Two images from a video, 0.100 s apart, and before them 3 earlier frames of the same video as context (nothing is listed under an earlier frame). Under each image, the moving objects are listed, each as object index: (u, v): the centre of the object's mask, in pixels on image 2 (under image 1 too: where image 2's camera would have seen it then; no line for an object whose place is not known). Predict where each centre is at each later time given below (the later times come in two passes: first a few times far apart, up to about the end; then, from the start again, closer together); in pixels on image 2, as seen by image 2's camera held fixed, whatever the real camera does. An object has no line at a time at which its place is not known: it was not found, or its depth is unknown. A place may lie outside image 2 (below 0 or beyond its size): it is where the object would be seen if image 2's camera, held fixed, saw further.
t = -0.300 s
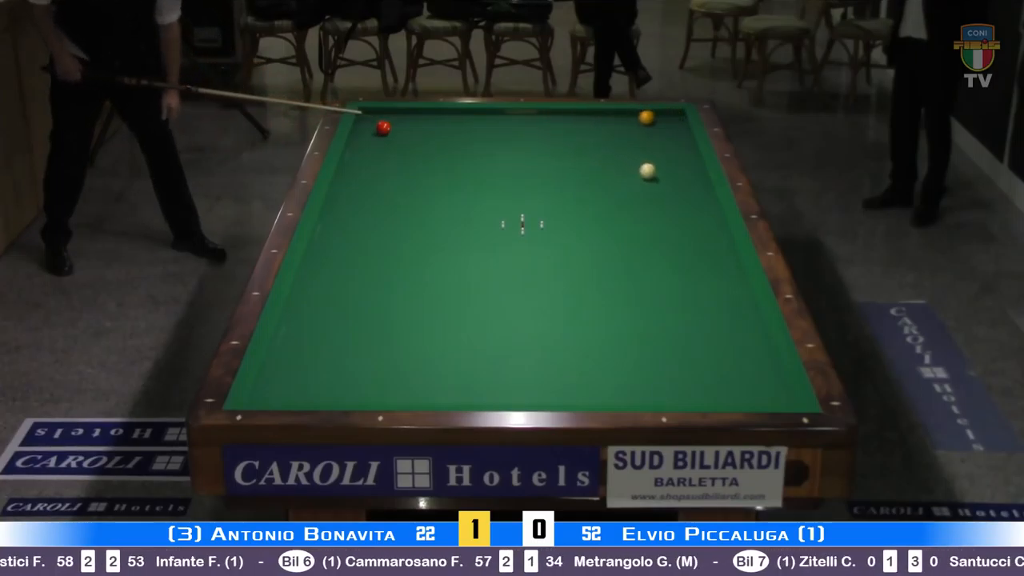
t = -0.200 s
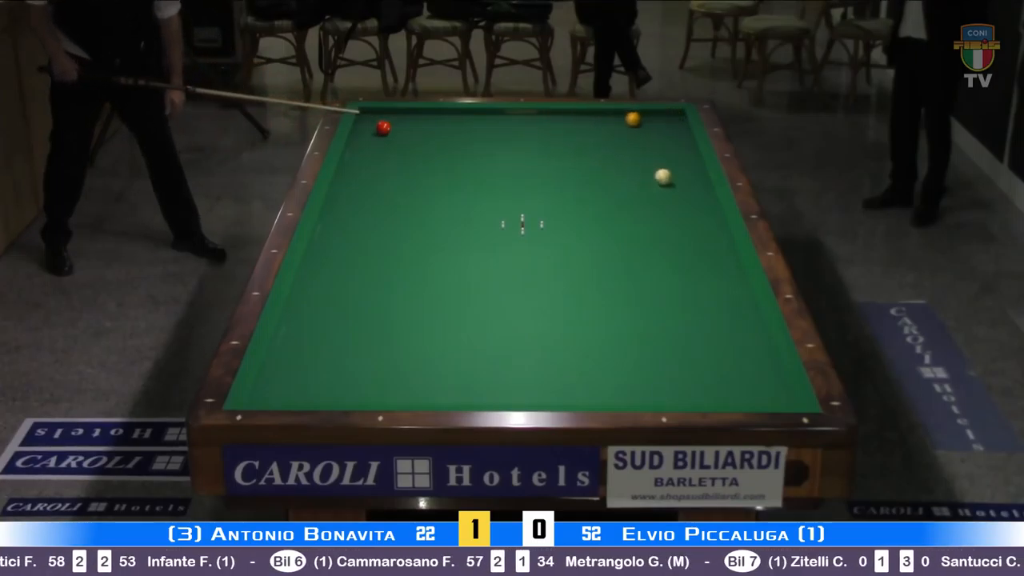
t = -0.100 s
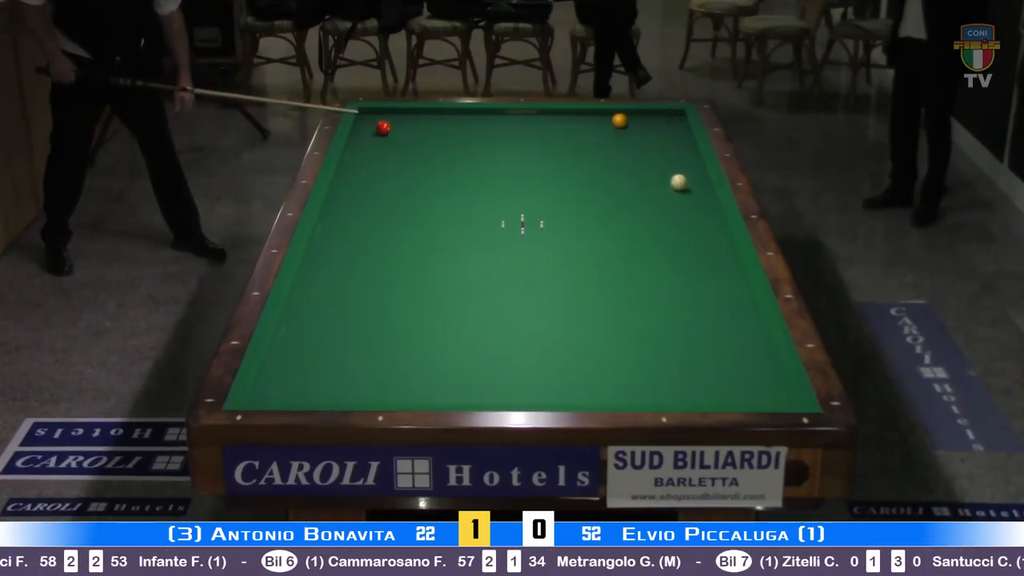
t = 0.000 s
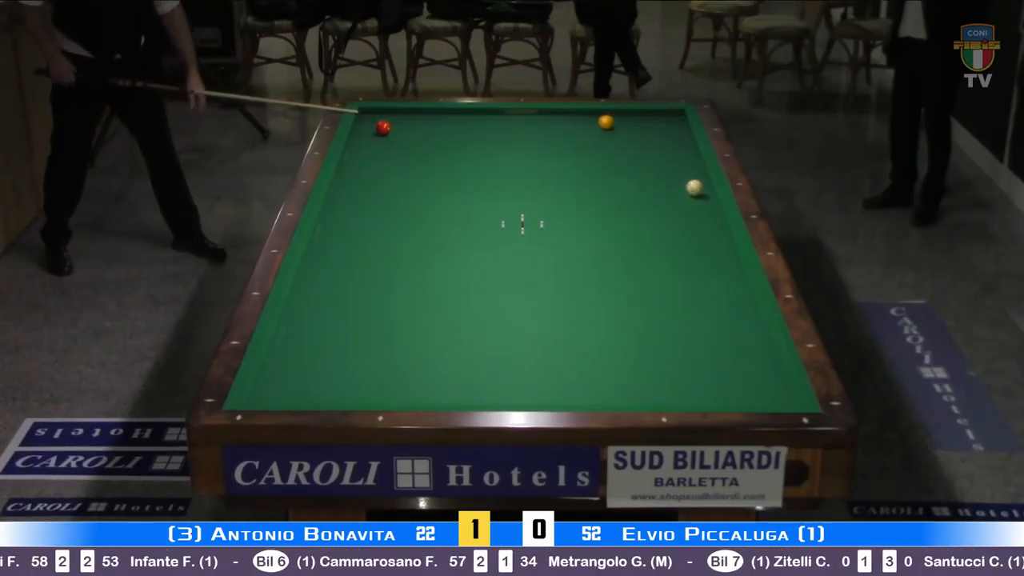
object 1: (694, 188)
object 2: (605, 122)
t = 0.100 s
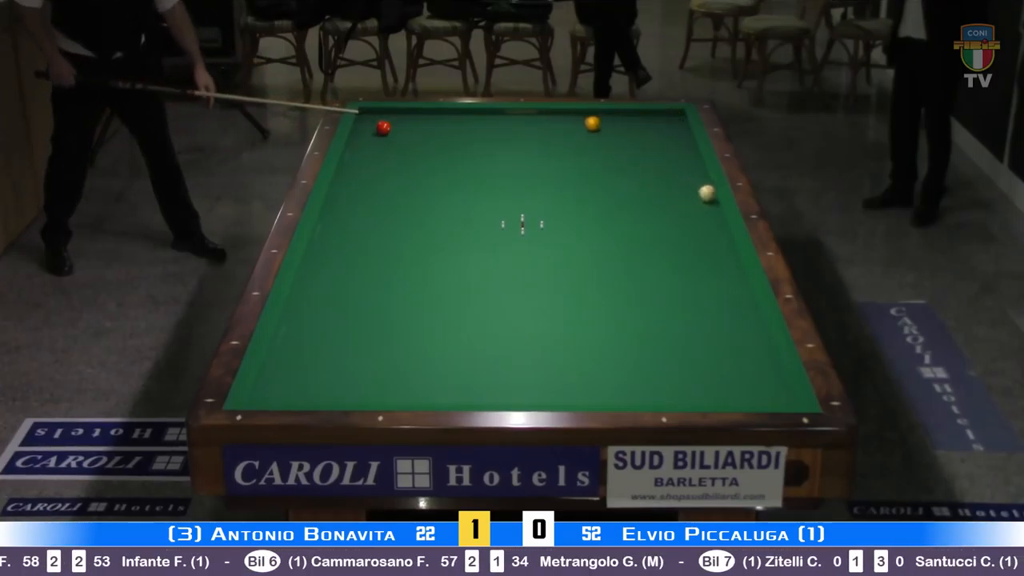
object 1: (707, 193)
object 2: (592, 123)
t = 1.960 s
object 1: (592, 280)
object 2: (352, 152)
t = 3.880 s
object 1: (461, 380)
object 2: (462, 168)
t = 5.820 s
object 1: (386, 365)
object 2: (539, 179)
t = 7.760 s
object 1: (360, 341)
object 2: (574, 183)
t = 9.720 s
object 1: (355, 337)
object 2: (577, 183)
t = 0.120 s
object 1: (705, 194)
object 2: (589, 123)
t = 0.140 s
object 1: (703, 195)
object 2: (586, 124)
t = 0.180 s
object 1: (700, 197)
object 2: (581, 124)
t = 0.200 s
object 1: (699, 198)
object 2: (579, 125)
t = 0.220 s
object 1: (697, 198)
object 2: (576, 125)
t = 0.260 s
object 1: (695, 200)
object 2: (570, 126)
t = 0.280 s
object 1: (694, 201)
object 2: (568, 126)
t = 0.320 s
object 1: (692, 203)
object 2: (562, 127)
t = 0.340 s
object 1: (691, 203)
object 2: (560, 127)
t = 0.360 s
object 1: (689, 204)
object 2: (557, 127)
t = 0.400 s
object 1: (687, 206)
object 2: (552, 128)
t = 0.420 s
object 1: (686, 207)
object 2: (549, 128)
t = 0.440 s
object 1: (685, 208)
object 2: (546, 129)
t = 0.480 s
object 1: (682, 210)
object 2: (541, 129)
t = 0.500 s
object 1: (681, 211)
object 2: (538, 130)
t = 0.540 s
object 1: (679, 213)
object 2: (533, 130)
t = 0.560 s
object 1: (678, 214)
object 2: (530, 130)
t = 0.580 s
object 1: (677, 214)
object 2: (527, 131)
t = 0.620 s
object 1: (675, 216)
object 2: (522, 132)
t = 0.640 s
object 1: (673, 217)
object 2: (519, 132)
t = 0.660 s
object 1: (672, 218)
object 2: (516, 132)
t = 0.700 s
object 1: (670, 220)
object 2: (511, 133)
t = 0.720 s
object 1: (669, 221)
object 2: (508, 133)
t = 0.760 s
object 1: (666, 223)
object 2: (503, 133)
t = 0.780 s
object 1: (665, 223)
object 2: (500, 134)
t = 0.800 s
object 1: (664, 224)
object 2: (497, 134)
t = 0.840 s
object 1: (661, 226)
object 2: (492, 135)
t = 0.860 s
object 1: (660, 227)
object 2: (489, 135)
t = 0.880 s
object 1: (659, 228)
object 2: (486, 136)
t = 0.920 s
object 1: (656, 230)
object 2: (481, 136)
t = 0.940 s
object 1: (655, 231)
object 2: (478, 137)
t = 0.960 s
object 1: (654, 232)
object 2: (476, 137)
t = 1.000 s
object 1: (652, 234)
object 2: (470, 137)
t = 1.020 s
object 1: (651, 235)
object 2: (468, 138)
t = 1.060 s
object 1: (648, 236)
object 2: (462, 139)
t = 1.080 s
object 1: (647, 237)
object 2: (460, 139)
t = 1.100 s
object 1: (646, 238)
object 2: (457, 139)
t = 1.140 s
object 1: (643, 240)
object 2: (452, 140)
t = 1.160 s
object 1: (642, 241)
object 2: (449, 140)
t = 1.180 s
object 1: (641, 242)
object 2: (446, 140)
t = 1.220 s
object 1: (638, 244)
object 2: (441, 141)
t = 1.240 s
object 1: (637, 245)
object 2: (438, 142)
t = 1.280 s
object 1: (635, 247)
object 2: (433, 142)
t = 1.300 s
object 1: (633, 248)
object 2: (430, 142)
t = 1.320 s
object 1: (632, 249)
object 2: (427, 143)
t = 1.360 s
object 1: (630, 251)
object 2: (422, 143)
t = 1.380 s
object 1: (628, 252)
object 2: (419, 143)
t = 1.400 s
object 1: (627, 253)
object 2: (416, 144)
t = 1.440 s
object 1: (624, 254)
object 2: (411, 145)
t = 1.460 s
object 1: (624, 255)
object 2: (409, 145)
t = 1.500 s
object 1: (621, 258)
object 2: (403, 145)
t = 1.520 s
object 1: (620, 258)
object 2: (401, 146)
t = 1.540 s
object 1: (618, 259)
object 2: (398, 146)
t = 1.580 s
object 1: (616, 261)
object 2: (393, 147)
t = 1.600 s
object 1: (615, 262)
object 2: (390, 147)
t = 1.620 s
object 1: (613, 263)
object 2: (387, 147)
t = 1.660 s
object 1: (611, 265)
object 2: (382, 148)
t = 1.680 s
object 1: (609, 266)
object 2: (379, 148)
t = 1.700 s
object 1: (608, 267)
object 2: (377, 148)
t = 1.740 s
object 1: (606, 269)
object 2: (371, 149)
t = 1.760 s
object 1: (604, 270)
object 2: (369, 149)
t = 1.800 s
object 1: (602, 272)
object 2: (364, 150)
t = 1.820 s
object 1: (600, 273)
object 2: (361, 150)
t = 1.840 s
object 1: (599, 274)
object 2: (358, 151)
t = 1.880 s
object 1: (596, 276)
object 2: (353, 151)
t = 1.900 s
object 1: (595, 277)
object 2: (350, 151)
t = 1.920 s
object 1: (594, 278)
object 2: (349, 152)
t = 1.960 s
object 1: (592, 280)
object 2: (352, 152)
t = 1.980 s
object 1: (590, 281)
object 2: (354, 152)
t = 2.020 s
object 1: (587, 283)
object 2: (357, 152)
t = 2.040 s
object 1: (586, 284)
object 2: (359, 152)
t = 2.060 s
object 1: (585, 285)
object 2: (360, 153)
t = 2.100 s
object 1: (582, 287)
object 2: (362, 153)
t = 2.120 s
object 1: (581, 288)
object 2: (364, 153)
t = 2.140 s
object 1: (580, 289)
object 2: (365, 153)
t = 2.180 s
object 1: (577, 291)
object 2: (367, 154)
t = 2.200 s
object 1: (576, 292)
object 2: (368, 154)
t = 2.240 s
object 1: (573, 294)
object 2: (371, 154)
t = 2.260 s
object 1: (572, 295)
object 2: (373, 155)
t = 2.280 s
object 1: (571, 296)
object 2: (374, 155)
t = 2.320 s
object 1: (568, 298)
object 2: (376, 155)
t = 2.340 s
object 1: (567, 299)
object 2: (377, 155)
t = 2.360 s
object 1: (565, 300)
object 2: (379, 156)
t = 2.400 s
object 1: (563, 302)
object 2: (381, 156)
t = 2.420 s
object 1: (561, 303)
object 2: (382, 156)
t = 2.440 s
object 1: (560, 305)
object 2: (383, 156)
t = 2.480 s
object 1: (557, 306)
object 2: (386, 157)
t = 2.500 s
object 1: (556, 307)
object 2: (387, 157)
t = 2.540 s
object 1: (553, 309)
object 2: (390, 157)
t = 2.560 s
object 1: (552, 310)
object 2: (391, 158)
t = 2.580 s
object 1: (551, 311)
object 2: (392, 158)
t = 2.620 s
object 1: (548, 313)
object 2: (394, 158)
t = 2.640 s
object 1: (547, 315)
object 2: (395, 158)
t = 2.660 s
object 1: (545, 316)
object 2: (397, 158)
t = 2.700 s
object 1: (542, 318)
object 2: (399, 159)
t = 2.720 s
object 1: (541, 319)
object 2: (400, 159)
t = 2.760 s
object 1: (538, 321)
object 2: (402, 159)
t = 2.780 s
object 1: (537, 322)
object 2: (404, 160)
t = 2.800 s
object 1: (536, 323)
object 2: (405, 160)
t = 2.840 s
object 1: (533, 325)
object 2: (407, 160)
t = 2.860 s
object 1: (531, 326)
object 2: (408, 160)
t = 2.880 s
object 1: (530, 327)
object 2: (409, 160)
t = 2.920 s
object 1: (527, 329)
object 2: (412, 161)
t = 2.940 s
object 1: (526, 330)
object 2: (413, 161)
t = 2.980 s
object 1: (523, 332)
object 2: (415, 161)
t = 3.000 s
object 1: (522, 333)
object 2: (416, 161)
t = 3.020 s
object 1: (520, 334)
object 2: (417, 161)
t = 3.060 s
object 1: (518, 337)
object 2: (419, 162)
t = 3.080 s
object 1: (516, 338)
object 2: (421, 162)
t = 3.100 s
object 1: (515, 339)
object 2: (422, 162)
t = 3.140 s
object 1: (512, 341)
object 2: (424, 162)
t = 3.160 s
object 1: (511, 342)
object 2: (425, 162)
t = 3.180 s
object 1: (509, 343)
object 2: (426, 163)
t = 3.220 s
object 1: (507, 345)
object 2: (428, 163)
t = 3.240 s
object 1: (506, 346)
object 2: (429, 163)
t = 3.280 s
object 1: (503, 348)
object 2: (432, 164)
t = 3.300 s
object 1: (501, 349)
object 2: (433, 164)
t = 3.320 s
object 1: (500, 350)
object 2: (434, 164)
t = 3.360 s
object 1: (497, 353)
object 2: (436, 164)
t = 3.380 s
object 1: (496, 354)
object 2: (437, 164)
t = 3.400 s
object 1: (494, 355)
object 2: (438, 165)
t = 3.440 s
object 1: (492, 357)
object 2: (440, 165)
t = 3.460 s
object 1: (490, 358)
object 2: (441, 165)
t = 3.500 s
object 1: (487, 361)
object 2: (443, 165)
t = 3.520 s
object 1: (486, 362)
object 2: (444, 165)
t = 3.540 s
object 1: (485, 362)
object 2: (445, 165)
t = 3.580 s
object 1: (482, 364)
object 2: (447, 166)
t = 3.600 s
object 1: (480, 366)
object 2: (448, 166)
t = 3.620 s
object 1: (479, 367)
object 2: (449, 166)
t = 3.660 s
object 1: (476, 368)
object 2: (452, 166)
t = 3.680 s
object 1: (475, 370)
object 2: (453, 166)
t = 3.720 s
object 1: (472, 373)
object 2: (455, 167)
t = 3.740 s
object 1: (470, 373)
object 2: (456, 167)
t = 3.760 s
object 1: (469, 374)
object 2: (457, 167)
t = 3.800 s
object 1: (466, 377)
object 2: (458, 167)
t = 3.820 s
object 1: (465, 378)
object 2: (460, 167)
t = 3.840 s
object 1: (463, 379)
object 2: (461, 168)
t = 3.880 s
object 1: (461, 380)
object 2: (462, 168)
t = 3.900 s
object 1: (459, 381)
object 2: (463, 168)
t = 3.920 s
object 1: (458, 383)
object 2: (464, 168)
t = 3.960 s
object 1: (455, 385)
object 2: (466, 169)
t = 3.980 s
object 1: (454, 386)
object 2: (467, 169)
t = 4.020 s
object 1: (451, 388)
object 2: (469, 169)
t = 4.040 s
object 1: (449, 389)
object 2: (470, 169)
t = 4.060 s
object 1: (448, 390)
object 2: (471, 169)
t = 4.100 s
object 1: (445, 391)
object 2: (473, 170)
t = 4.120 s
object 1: (444, 392)
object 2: (474, 170)
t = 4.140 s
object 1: (443, 392)
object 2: (475, 170)
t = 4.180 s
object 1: (440, 394)
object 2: (477, 170)
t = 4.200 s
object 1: (439, 394)
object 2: (478, 170)
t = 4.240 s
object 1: (436, 396)
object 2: (480, 171)
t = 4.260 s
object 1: (435, 396)
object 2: (481, 171)
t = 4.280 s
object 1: (433, 396)
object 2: (482, 171)
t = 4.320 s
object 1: (431, 397)
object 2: (483, 171)
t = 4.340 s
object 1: (430, 396)
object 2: (484, 171)
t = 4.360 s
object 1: (429, 396)
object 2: (485, 171)
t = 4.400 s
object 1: (427, 395)
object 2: (487, 172)
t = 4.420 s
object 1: (427, 395)
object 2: (488, 172)
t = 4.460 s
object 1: (426, 394)
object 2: (490, 172)
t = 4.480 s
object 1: (425, 394)
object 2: (490, 172)
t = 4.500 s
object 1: (424, 394)
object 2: (491, 172)
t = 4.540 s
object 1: (422, 393)
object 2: (493, 172)
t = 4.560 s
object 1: (422, 393)
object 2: (494, 172)
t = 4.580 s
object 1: (421, 392)
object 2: (495, 173)
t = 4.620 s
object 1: (420, 392)
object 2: (496, 173)
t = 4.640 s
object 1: (419, 392)
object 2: (497, 173)
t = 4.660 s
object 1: (418, 391)
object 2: (498, 173)
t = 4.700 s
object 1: (417, 391)
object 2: (500, 174)
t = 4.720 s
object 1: (416, 390)
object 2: (500, 174)
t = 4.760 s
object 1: (415, 390)
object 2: (502, 174)
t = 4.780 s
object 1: (414, 390)
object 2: (503, 174)
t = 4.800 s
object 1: (413, 390)
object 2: (504, 174)
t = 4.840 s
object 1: (412, 389)
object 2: (506, 175)
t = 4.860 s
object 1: (411, 388)
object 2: (506, 175)
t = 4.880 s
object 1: (410, 388)
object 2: (507, 175)
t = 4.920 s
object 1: (410, 386)
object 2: (509, 175)
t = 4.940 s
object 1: (408, 386)
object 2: (510, 175)
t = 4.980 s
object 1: (408, 385)
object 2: (511, 175)
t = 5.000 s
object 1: (407, 385)
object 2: (511, 175)
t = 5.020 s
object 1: (406, 385)
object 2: (512, 175)
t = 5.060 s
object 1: (405, 384)
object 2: (514, 176)
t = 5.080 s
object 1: (404, 383)
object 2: (515, 176)
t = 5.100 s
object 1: (404, 382)
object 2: (515, 176)
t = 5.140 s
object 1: (402, 382)
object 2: (517, 176)
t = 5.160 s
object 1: (402, 380)
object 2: (518, 176)
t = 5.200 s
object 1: (401, 380)
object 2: (519, 176)
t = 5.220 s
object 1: (401, 379)
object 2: (520, 176)
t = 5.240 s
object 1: (400, 379)
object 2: (521, 176)
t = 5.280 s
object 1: (399, 378)
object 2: (522, 177)
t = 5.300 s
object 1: (399, 377)
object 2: (523, 177)
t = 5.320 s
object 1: (398, 377)
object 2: (524, 177)
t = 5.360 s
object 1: (397, 376)
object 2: (525, 177)
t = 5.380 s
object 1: (397, 375)
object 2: (526, 177)
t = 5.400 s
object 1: (396, 374)
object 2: (526, 177)
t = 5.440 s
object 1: (395, 373)
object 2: (527, 177)
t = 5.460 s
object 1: (395, 373)
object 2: (528, 177)
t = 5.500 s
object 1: (394, 372)
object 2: (530, 178)
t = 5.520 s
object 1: (393, 372)
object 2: (530, 178)
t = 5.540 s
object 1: (393, 371)
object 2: (531, 178)
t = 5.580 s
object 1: (392, 371)
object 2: (532, 178)
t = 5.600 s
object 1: (391, 370)
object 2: (532, 178)
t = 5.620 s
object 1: (391, 370)
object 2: (533, 178)
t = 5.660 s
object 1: (389, 369)
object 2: (534, 178)
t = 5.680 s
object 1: (389, 368)
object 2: (535, 178)
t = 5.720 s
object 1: (388, 367)
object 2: (536, 179)
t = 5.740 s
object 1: (387, 367)
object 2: (537, 179)
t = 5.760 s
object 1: (387, 367)
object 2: (538, 179)
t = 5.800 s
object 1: (386, 366)
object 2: (539, 179)
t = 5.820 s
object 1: (386, 365)
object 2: (539, 179)
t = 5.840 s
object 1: (386, 365)
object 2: (540, 179)
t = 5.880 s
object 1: (385, 364)
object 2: (541, 179)
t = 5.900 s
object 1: (384, 364)
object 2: (542, 179)
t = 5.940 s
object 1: (384, 363)
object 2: (543, 179)
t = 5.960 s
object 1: (384, 363)
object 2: (543, 179)
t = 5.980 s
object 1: (383, 362)
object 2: (544, 179)
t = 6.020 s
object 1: (382, 361)
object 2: (545, 179)
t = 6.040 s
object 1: (382, 361)
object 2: (545, 180)
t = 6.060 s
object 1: (381, 361)
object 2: (546, 180)
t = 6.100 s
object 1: (381, 360)
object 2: (547, 180)
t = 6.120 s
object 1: (380, 360)
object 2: (547, 180)
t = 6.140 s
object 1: (380, 359)
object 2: (548, 180)
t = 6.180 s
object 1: (379, 359)
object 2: (549, 180)
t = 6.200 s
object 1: (379, 358)
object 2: (549, 180)
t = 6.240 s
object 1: (378, 358)
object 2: (550, 180)
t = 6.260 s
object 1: (377, 357)
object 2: (551, 180)
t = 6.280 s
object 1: (377, 357)
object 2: (551, 180)
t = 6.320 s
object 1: (376, 357)
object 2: (553, 180)
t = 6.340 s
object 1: (376, 356)
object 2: (553, 180)
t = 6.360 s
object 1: (375, 356)
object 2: (553, 180)
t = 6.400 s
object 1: (375, 355)
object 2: (554, 181)
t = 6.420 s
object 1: (375, 355)
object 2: (555, 181)
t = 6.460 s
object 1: (374, 354)
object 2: (556, 181)
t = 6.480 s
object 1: (373, 354)
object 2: (556, 181)
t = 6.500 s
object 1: (373, 354)
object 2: (556, 181)
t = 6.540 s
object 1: (373, 353)
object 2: (557, 181)
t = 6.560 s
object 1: (372, 353)
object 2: (558, 181)
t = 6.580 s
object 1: (372, 353)
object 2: (558, 181)
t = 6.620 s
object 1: (371, 352)
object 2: (559, 181)
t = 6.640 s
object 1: (371, 352)
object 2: (559, 181)
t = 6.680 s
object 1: (371, 352)
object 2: (560, 181)
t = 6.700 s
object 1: (370, 351)
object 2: (560, 181)
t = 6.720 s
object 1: (370, 351)
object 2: (561, 181)
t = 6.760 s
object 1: (370, 350)
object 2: (562, 181)
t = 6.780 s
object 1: (369, 350)
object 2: (562, 181)
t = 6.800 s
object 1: (369, 350)
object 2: (562, 181)
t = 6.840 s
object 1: (369, 349)
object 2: (563, 181)
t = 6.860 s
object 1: (369, 349)
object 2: (563, 182)
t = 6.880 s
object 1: (369, 349)
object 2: (564, 182)
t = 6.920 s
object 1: (368, 348)
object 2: (564, 182)
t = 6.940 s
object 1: (368, 348)
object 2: (565, 182)
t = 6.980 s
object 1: (368, 347)
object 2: (565, 182)
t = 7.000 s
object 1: (367, 347)
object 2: (566, 182)
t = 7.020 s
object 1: (366, 347)
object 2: (566, 182)
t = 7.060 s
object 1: (366, 347)
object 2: (567, 182)
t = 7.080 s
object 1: (366, 347)
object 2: (567, 182)
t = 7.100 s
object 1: (366, 347)
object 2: (567, 182)
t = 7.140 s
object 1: (365, 346)
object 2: (568, 182)
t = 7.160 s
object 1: (365, 346)
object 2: (568, 182)
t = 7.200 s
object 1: (365, 345)
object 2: (569, 182)
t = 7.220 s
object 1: (364, 345)
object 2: (569, 182)
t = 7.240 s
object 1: (364, 345)
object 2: (569, 182)
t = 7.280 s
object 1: (364, 345)
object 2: (570, 182)
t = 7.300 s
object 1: (364, 344)
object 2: (570, 182)
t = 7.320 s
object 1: (364, 344)
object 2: (570, 182)
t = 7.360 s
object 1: (363, 344)
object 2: (571, 183)
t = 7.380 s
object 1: (363, 343)
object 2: (571, 183)
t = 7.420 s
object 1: (363, 343)
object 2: (571, 183)
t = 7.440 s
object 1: (362, 343)
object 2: (571, 183)
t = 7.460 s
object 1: (362, 343)
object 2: (572, 183)
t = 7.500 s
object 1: (362, 343)
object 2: (572, 183)
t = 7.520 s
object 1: (362, 343)
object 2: (572, 183)
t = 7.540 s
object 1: (361, 342)
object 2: (572, 183)
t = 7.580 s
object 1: (361, 342)
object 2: (573, 183)
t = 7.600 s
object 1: (361, 342)
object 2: (573, 183)
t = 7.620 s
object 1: (361, 342)
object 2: (573, 183)
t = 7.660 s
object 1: (360, 342)
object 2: (573, 183)
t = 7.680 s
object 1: (360, 341)
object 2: (574, 183)
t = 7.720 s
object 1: (360, 341)
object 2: (574, 183)
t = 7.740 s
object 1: (360, 341)
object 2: (574, 183)
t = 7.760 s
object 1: (360, 341)
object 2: (574, 183)
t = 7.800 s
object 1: (360, 340)
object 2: (575, 183)
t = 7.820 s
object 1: (360, 340)
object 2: (575, 183)
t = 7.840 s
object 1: (359, 340)
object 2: (575, 183)
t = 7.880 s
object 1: (359, 340)
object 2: (575, 183)
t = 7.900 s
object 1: (359, 340)
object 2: (575, 183)
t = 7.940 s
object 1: (359, 339)
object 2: (575, 183)
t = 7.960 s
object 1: (359, 339)
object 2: (576, 183)
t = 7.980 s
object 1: (359, 339)
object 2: (576, 183)
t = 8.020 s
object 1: (358, 339)
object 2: (576, 183)
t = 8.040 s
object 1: (358, 339)
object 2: (576, 183)
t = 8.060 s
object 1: (358, 338)
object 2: (576, 183)
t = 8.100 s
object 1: (358, 338)
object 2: (576, 183)
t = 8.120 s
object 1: (358, 338)
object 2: (576, 183)
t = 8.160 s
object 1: (358, 338)
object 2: (577, 183)
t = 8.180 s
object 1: (358, 338)
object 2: (577, 183)
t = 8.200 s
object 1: (358, 338)
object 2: (577, 183)
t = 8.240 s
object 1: (358, 338)
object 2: (577, 183)
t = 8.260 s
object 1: (357, 338)
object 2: (577, 183)
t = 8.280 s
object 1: (357, 338)
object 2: (577, 183)
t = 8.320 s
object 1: (357, 338)
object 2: (577, 183)
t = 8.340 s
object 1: (357, 337)
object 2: (577, 183)
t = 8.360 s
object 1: (357, 337)
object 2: (577, 183)
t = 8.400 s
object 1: (357, 337)
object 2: (577, 183)
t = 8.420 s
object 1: (357, 337)
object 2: (577, 183)
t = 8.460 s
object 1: (356, 337)
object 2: (577, 183)
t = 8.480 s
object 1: (356, 337)
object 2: (577, 183)
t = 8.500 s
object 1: (356, 337)
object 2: (577, 183)
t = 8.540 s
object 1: (356, 337)
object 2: (577, 183)
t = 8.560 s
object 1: (356, 337)
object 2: (577, 183)
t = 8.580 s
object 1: (356, 337)
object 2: (577, 183)
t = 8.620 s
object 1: (356, 337)
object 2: (577, 183)
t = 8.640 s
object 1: (356, 337)
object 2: (577, 183)
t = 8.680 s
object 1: (356, 337)
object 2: (577, 183)
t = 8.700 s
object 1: (356, 337)
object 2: (577, 183)
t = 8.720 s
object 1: (356, 337)
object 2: (577, 183)
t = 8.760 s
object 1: (355, 337)
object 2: (577, 183)
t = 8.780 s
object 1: (355, 337)
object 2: (577, 183)
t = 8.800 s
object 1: (355, 337)
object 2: (577, 183)
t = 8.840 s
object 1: (355, 337)
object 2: (577, 183)
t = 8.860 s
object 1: (355, 337)
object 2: (577, 183)
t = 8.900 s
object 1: (355, 337)
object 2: (577, 183)
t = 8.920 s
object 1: (355, 337)
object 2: (577, 183)
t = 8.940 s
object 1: (355, 337)
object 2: (577, 183)
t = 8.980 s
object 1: (355, 337)
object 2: (577, 183)
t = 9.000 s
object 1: (355, 337)
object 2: (577, 183)
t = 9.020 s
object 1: (355, 337)
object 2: (577, 183)
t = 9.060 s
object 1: (355, 337)
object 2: (577, 183)
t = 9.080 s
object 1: (355, 337)
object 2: (577, 183)
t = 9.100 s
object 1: (355, 337)
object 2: (577, 183)
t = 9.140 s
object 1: (355, 337)
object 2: (577, 183)
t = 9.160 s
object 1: (355, 337)
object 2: (577, 183)
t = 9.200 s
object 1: (355, 337)
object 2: (577, 183)
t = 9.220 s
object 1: (355, 337)
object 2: (577, 183)
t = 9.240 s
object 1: (355, 337)
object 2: (577, 183)
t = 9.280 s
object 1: (355, 337)
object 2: (577, 183)
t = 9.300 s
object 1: (355, 337)
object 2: (577, 183)
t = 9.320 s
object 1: (355, 337)
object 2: (577, 183)
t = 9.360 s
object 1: (355, 337)
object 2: (577, 183)
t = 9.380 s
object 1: (355, 337)
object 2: (577, 183)
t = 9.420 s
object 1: (355, 337)
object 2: (577, 183)
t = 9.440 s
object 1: (355, 337)
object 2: (577, 183)
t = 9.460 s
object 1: (355, 337)
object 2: (577, 183)
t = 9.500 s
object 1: (355, 337)
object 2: (577, 183)
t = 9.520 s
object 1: (355, 337)
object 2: (577, 183)
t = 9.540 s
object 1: (355, 337)
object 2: (577, 183)
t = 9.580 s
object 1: (355, 337)
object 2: (577, 183)
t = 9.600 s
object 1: (355, 337)
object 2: (577, 183)
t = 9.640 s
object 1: (355, 337)
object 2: (577, 183)
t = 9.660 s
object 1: (355, 337)
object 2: (577, 183)
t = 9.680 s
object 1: (355, 337)
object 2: (577, 183)
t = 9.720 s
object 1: (355, 337)
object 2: (577, 183)
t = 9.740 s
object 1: (355, 337)
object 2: (577, 183)
